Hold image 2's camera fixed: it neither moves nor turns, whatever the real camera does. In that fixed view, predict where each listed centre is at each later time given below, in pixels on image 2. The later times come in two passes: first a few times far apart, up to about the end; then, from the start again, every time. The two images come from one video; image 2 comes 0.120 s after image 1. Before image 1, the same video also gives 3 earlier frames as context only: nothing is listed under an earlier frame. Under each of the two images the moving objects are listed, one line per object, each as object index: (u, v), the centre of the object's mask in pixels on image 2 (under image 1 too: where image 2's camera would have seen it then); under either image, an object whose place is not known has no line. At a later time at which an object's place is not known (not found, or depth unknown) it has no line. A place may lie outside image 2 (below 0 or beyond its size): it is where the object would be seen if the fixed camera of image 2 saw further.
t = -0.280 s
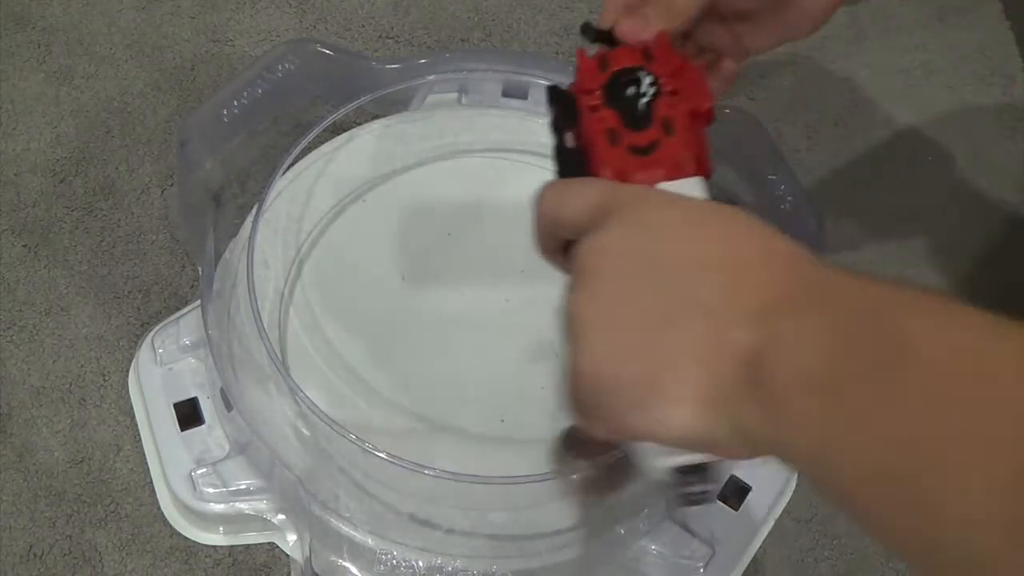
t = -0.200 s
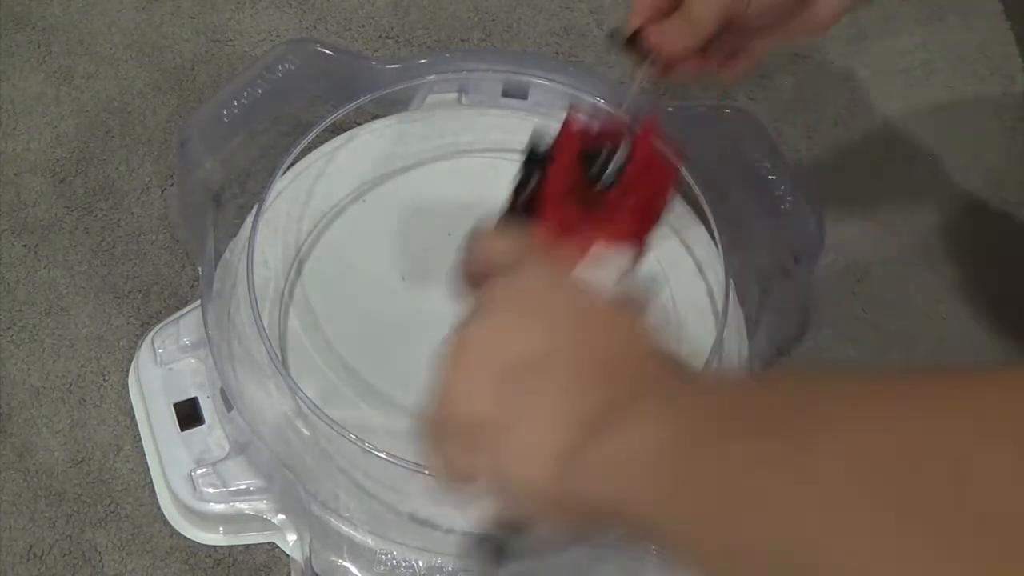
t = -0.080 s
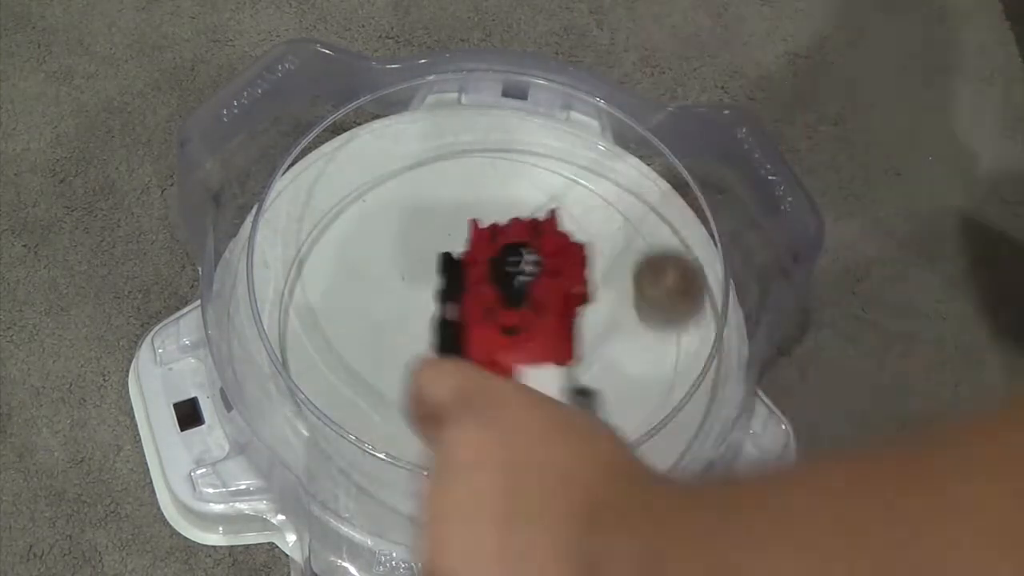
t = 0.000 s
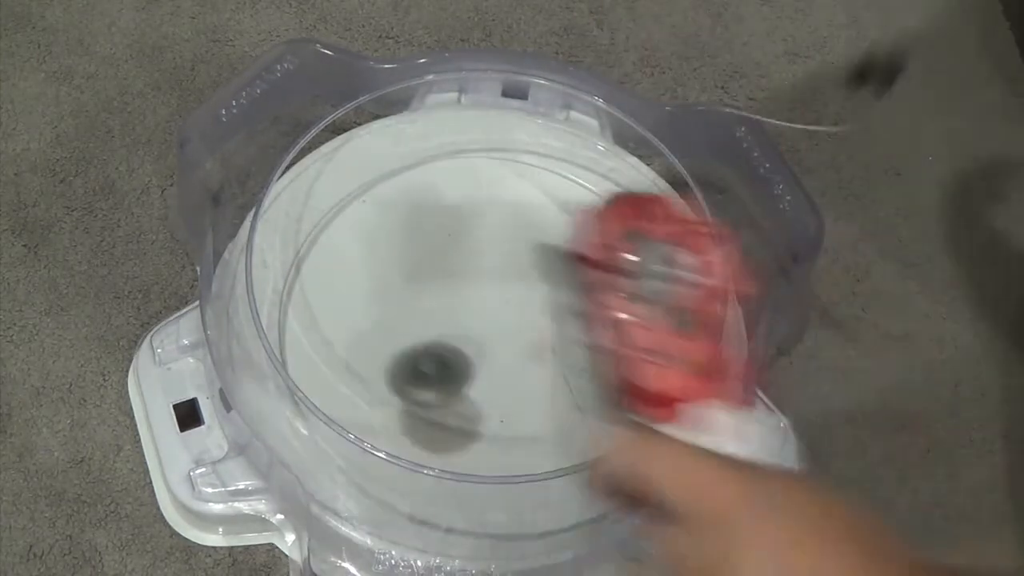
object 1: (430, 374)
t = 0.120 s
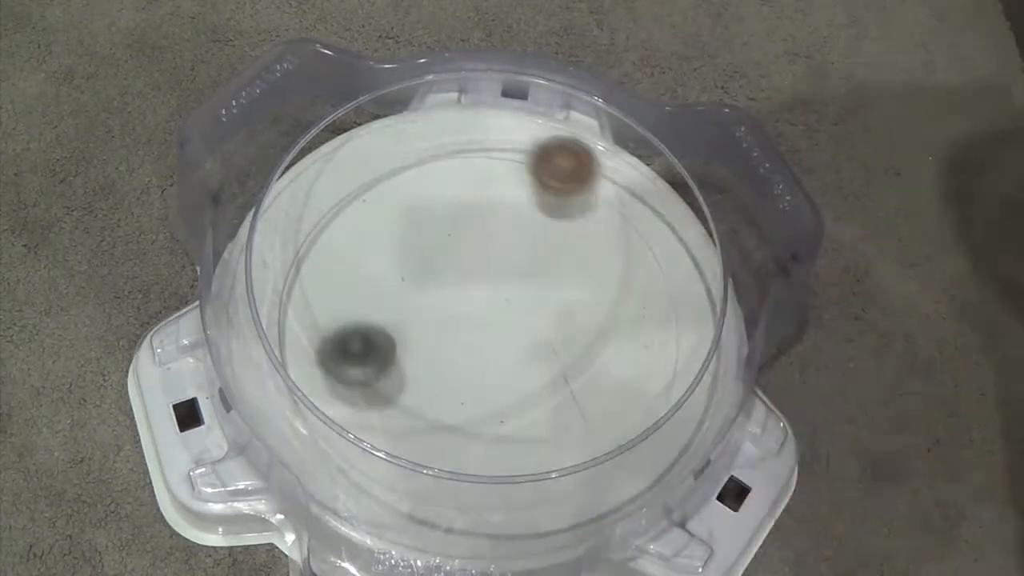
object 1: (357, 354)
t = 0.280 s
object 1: (347, 308)
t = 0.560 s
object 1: (461, 288)
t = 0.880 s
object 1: (544, 341)
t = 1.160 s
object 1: (430, 337)
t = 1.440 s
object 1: (304, 260)
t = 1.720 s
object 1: (380, 294)
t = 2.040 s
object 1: (543, 317)
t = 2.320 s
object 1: (539, 277)
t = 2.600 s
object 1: (447, 227)
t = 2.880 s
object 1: (370, 197)
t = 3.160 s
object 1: (430, 357)
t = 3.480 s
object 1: (569, 426)
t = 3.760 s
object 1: (638, 272)
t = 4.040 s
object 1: (448, 231)
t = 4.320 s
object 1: (378, 421)
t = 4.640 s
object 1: (554, 434)
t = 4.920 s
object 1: (428, 280)
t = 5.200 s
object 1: (314, 287)
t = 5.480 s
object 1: (394, 411)
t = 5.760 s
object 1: (554, 287)
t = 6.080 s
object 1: (445, 169)
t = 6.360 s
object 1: (388, 290)
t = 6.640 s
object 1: (576, 367)
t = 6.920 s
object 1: (610, 263)
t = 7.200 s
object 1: (497, 228)
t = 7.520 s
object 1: (440, 311)
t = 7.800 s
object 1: (527, 310)
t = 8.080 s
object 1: (464, 271)
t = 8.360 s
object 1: (383, 296)
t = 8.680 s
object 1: (449, 352)
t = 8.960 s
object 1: (428, 250)
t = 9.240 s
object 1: (413, 270)
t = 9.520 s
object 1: (474, 253)
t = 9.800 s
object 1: (466, 251)
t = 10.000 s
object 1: (489, 309)
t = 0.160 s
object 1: (346, 336)
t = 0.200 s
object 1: (339, 326)
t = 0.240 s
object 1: (339, 311)
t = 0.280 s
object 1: (347, 308)
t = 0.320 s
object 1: (355, 297)
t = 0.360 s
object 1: (367, 291)
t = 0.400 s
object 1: (382, 285)
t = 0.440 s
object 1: (399, 283)
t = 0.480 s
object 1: (419, 283)
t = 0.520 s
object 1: (440, 285)
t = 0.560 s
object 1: (461, 288)
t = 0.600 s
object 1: (482, 292)
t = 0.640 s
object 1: (502, 298)
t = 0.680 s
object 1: (518, 304)
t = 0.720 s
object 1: (532, 311)
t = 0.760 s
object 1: (541, 318)
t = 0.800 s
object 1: (546, 326)
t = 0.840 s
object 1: (547, 333)
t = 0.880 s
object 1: (544, 341)
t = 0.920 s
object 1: (537, 346)
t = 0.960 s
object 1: (526, 350)
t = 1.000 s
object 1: (511, 353)
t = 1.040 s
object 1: (493, 352)
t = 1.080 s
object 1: (472, 350)
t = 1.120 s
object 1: (452, 344)
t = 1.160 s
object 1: (430, 337)
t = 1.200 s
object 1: (410, 327)
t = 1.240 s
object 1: (389, 315)
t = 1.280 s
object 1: (370, 304)
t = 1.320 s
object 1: (352, 293)
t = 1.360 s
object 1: (335, 283)
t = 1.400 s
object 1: (316, 264)
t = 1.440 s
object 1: (304, 260)
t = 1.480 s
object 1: (304, 259)
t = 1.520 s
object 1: (311, 263)
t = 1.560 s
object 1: (320, 266)
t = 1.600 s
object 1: (332, 274)
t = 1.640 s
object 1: (347, 280)
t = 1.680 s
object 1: (363, 286)
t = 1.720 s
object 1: (380, 294)
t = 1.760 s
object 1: (401, 301)
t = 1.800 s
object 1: (422, 307)
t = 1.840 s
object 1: (445, 310)
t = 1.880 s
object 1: (468, 312)
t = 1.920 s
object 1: (490, 312)
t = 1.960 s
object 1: (511, 313)
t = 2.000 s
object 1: (529, 319)
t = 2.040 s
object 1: (543, 317)
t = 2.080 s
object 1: (553, 313)
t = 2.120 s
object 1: (560, 310)
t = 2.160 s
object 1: (562, 304)
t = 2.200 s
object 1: (561, 298)
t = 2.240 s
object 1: (557, 292)
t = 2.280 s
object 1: (549, 284)
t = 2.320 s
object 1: (539, 277)
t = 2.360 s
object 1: (527, 269)
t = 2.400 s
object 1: (513, 262)
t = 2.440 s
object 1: (497, 255)
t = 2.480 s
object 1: (482, 248)
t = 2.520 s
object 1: (469, 242)
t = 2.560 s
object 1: (457, 234)
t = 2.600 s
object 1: (447, 227)
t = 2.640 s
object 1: (441, 219)
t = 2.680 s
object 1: (435, 210)
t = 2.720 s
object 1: (428, 187)
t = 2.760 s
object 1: (421, 181)
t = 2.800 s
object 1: (403, 168)
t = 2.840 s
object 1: (380, 173)
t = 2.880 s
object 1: (370, 197)
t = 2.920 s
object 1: (367, 220)
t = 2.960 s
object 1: (367, 241)
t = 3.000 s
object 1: (369, 265)
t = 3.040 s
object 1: (381, 293)
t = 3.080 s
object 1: (390, 319)
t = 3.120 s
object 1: (406, 340)
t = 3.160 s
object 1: (430, 357)
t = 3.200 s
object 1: (461, 373)
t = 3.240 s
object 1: (478, 401)
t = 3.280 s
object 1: (488, 426)
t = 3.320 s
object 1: (501, 437)
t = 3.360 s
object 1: (515, 442)
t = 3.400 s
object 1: (533, 443)
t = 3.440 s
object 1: (551, 438)
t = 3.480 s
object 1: (569, 426)
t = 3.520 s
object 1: (587, 410)
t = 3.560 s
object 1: (601, 383)
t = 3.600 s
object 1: (612, 350)
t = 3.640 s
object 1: (620, 319)
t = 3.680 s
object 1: (633, 306)
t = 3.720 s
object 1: (640, 290)
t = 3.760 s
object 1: (638, 272)
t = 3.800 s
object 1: (628, 251)
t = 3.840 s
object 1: (610, 234)
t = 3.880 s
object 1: (584, 219)
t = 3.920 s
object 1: (554, 211)
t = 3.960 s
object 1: (520, 211)
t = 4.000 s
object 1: (483, 218)
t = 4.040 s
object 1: (448, 231)
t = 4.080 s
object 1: (417, 248)
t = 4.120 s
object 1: (391, 274)
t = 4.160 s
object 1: (371, 305)
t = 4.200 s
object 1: (358, 337)
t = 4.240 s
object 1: (356, 368)
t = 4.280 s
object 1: (358, 396)
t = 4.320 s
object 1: (378, 421)
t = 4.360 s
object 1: (397, 458)
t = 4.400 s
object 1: (426, 477)
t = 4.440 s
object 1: (466, 491)
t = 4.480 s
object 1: (484, 494)
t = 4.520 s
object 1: (500, 489)
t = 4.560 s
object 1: (517, 473)
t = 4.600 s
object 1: (537, 457)
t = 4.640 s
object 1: (554, 434)
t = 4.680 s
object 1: (557, 413)
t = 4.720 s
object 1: (547, 386)
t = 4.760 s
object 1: (529, 360)
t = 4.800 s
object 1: (507, 334)
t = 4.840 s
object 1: (481, 313)
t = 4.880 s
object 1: (454, 294)
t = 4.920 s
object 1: (428, 280)
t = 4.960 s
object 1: (405, 269)
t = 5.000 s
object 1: (383, 253)
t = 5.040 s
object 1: (366, 251)
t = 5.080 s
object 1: (351, 254)
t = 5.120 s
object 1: (337, 263)
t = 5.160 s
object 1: (325, 274)
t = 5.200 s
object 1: (314, 287)
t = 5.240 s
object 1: (305, 303)
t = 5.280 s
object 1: (300, 324)
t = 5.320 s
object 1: (300, 346)
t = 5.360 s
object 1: (313, 367)
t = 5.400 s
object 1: (332, 388)
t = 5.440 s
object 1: (360, 404)
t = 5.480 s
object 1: (394, 411)
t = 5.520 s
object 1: (430, 417)
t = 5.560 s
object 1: (462, 405)
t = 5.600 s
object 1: (492, 387)
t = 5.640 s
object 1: (520, 363)
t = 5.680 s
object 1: (538, 338)
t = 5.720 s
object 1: (550, 311)
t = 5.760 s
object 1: (554, 287)
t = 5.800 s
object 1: (554, 266)
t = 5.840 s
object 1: (548, 245)
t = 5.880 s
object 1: (539, 227)
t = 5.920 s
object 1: (526, 207)
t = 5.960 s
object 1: (509, 191)
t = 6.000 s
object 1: (490, 179)
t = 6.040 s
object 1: (469, 171)
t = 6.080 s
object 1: (445, 169)
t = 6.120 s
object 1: (419, 169)
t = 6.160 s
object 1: (396, 179)
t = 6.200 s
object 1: (377, 196)
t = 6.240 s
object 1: (367, 216)
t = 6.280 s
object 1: (365, 230)
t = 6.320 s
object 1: (372, 258)
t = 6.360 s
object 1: (388, 290)
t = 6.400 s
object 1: (407, 313)
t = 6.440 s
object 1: (433, 335)
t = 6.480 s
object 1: (463, 351)
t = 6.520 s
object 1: (496, 360)
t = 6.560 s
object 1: (528, 362)
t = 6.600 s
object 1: (553, 373)
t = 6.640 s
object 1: (576, 367)
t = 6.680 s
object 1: (592, 359)
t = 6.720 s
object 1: (602, 347)
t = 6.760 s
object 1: (609, 334)
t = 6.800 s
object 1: (612, 318)
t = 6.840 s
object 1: (614, 299)
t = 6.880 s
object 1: (613, 281)
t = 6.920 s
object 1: (610, 263)
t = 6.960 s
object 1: (603, 249)
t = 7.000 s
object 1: (591, 236)
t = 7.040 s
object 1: (575, 227)
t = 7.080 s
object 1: (556, 221)
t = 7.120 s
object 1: (534, 222)
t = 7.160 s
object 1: (512, 226)
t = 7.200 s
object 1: (497, 228)
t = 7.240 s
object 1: (483, 234)
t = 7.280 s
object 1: (468, 245)
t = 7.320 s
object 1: (455, 257)
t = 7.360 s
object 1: (447, 270)
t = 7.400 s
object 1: (442, 276)
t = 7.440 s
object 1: (437, 284)
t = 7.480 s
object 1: (436, 297)
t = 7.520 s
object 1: (440, 311)
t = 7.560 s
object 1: (448, 314)
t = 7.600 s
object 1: (462, 326)
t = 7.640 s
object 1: (479, 336)
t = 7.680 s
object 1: (495, 336)
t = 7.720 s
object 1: (509, 332)
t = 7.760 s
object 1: (520, 322)
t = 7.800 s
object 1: (527, 310)
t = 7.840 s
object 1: (529, 297)
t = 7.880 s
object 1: (525, 285)
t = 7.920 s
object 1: (517, 263)
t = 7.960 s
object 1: (505, 260)
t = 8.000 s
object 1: (492, 257)
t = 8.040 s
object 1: (478, 261)
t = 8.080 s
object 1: (464, 271)
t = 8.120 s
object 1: (455, 283)
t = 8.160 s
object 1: (448, 300)
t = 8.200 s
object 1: (436, 302)
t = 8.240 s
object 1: (418, 293)
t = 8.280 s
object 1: (404, 287)
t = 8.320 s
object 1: (392, 289)
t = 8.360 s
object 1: (383, 296)
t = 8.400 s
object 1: (376, 307)
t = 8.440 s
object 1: (374, 320)
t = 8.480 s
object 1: (378, 334)
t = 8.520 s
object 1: (388, 348)
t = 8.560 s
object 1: (404, 358)
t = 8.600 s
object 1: (424, 364)
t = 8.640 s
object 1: (447, 364)
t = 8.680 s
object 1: (449, 352)
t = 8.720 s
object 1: (451, 334)
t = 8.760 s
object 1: (451, 318)
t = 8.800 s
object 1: (451, 300)
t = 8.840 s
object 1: (447, 284)
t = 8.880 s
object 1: (442, 270)
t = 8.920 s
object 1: (436, 258)
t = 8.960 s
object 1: (428, 250)
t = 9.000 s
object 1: (421, 242)
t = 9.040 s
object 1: (413, 238)
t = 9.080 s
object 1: (407, 237)
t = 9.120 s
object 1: (402, 242)
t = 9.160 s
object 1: (401, 250)
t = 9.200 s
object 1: (405, 261)
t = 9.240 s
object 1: (413, 270)
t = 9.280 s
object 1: (425, 279)
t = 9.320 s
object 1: (440, 285)
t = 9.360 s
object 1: (454, 288)
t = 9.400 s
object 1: (458, 280)
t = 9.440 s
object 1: (465, 271)
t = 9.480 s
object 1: (470, 262)
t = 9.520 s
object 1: (474, 253)
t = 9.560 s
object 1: (475, 247)
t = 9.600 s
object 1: (474, 241)
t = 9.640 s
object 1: (473, 238)
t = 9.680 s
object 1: (470, 240)
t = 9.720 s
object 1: (469, 243)
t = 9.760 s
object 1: (467, 247)
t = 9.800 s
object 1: (466, 251)
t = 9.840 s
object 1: (467, 262)
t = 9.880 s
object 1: (470, 272)
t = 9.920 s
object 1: (475, 285)
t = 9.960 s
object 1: (482, 298)
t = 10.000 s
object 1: (489, 309)
